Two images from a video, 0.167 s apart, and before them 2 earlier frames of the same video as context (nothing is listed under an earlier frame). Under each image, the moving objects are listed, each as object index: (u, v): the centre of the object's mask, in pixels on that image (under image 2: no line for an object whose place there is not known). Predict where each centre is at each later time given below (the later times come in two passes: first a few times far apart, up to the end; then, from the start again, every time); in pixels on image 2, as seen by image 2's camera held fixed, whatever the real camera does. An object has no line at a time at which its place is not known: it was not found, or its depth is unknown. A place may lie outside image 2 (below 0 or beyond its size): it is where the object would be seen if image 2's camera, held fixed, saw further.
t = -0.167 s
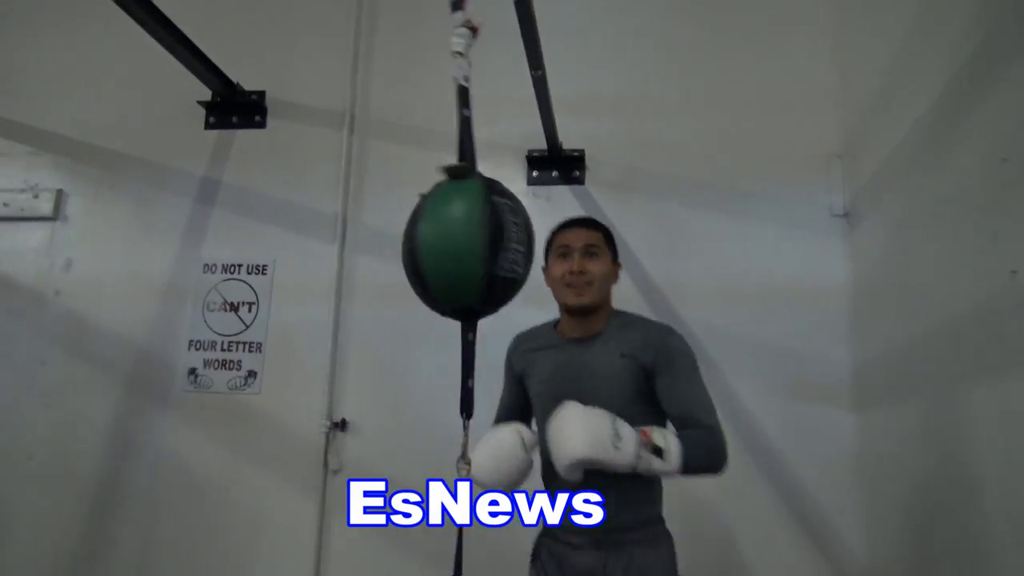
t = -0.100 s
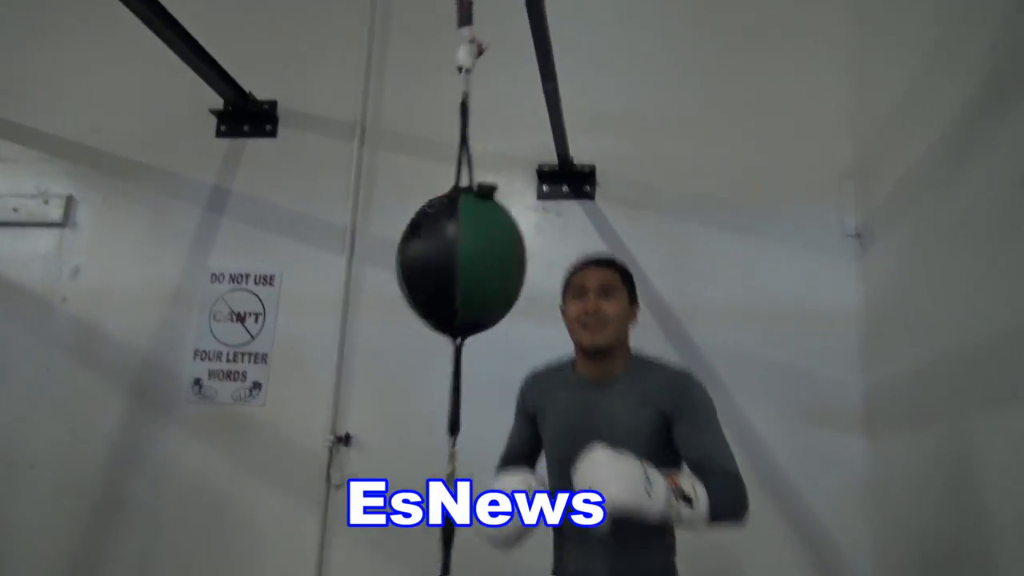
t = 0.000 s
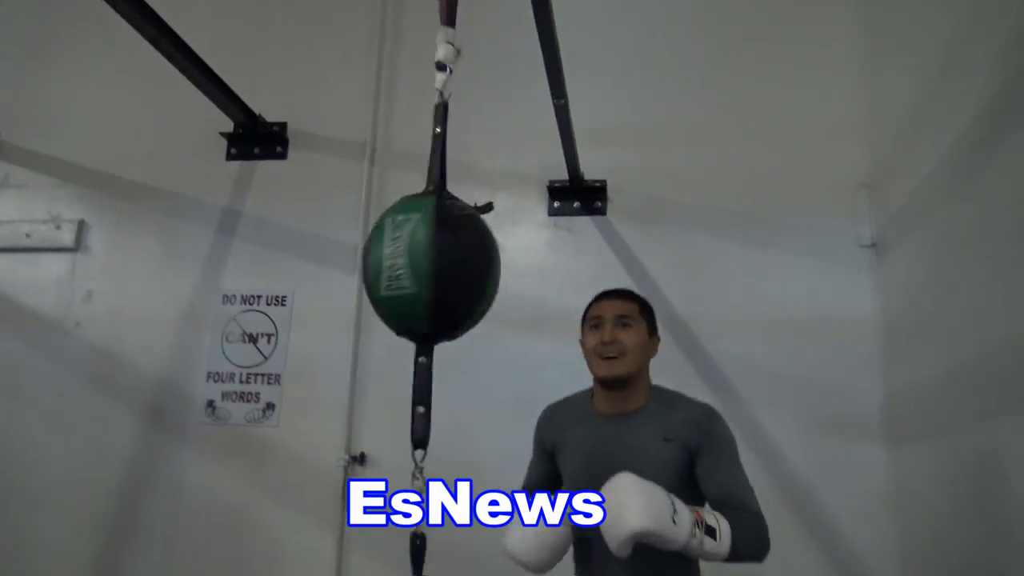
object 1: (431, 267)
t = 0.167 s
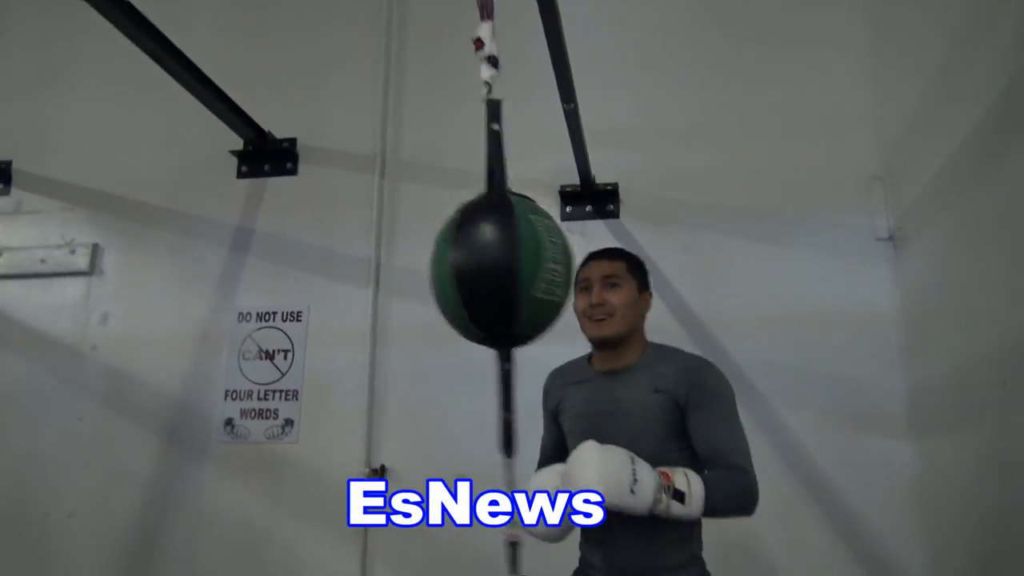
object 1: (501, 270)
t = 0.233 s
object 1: (515, 280)
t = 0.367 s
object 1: (465, 280)
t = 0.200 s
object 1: (514, 274)
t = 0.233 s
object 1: (515, 280)
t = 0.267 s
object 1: (508, 283)
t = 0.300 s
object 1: (496, 284)
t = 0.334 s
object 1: (481, 283)
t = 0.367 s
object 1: (465, 280)
